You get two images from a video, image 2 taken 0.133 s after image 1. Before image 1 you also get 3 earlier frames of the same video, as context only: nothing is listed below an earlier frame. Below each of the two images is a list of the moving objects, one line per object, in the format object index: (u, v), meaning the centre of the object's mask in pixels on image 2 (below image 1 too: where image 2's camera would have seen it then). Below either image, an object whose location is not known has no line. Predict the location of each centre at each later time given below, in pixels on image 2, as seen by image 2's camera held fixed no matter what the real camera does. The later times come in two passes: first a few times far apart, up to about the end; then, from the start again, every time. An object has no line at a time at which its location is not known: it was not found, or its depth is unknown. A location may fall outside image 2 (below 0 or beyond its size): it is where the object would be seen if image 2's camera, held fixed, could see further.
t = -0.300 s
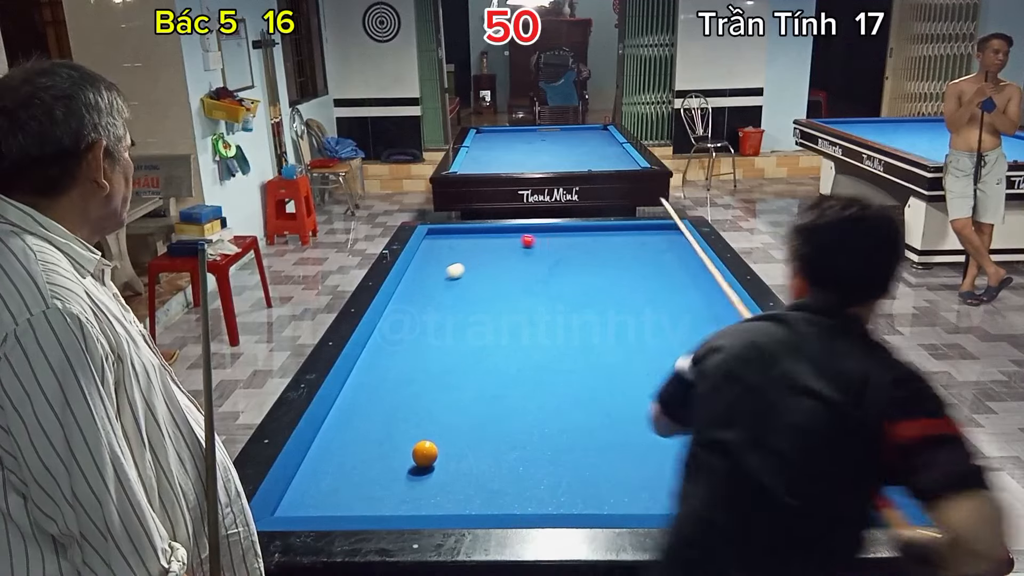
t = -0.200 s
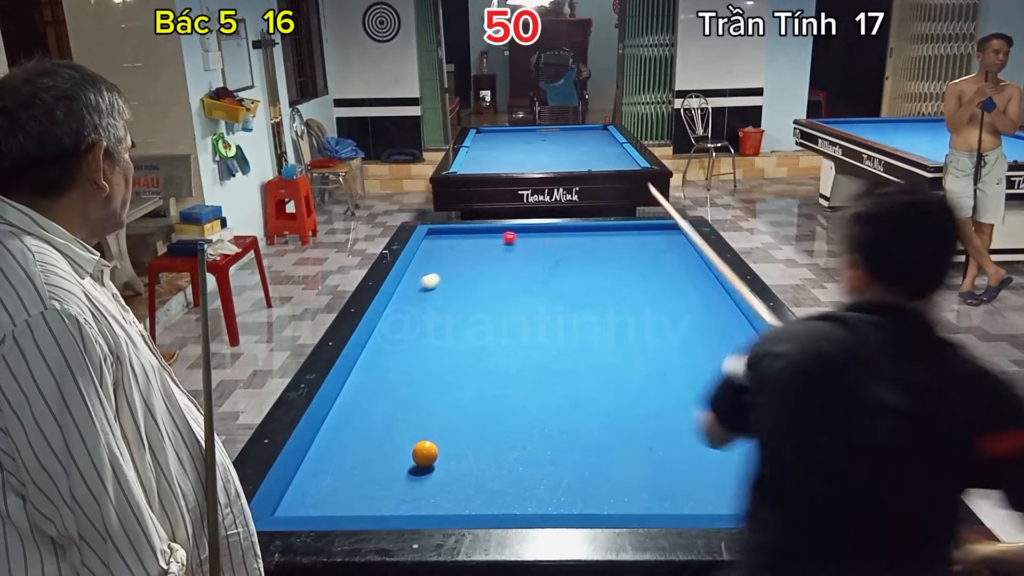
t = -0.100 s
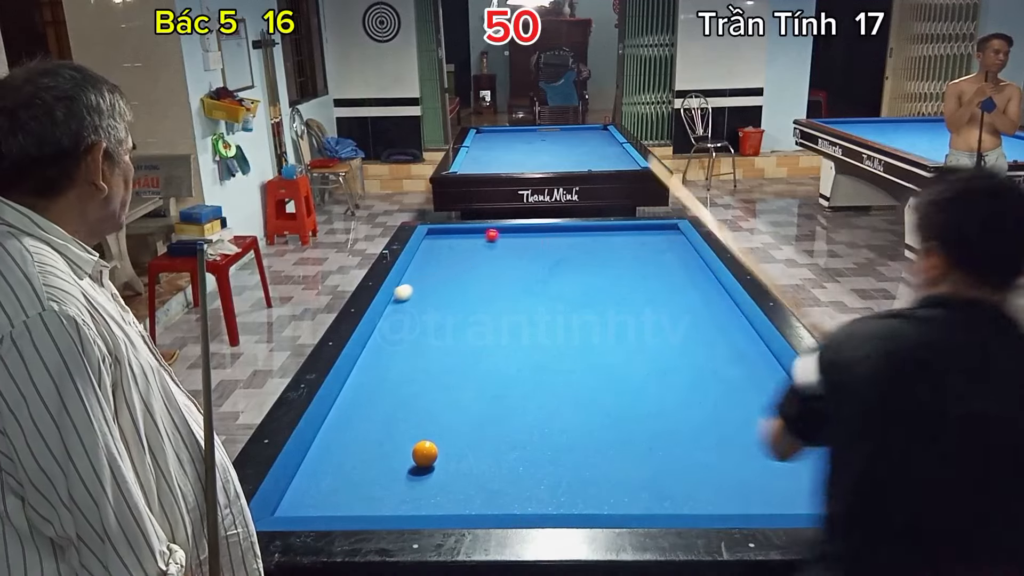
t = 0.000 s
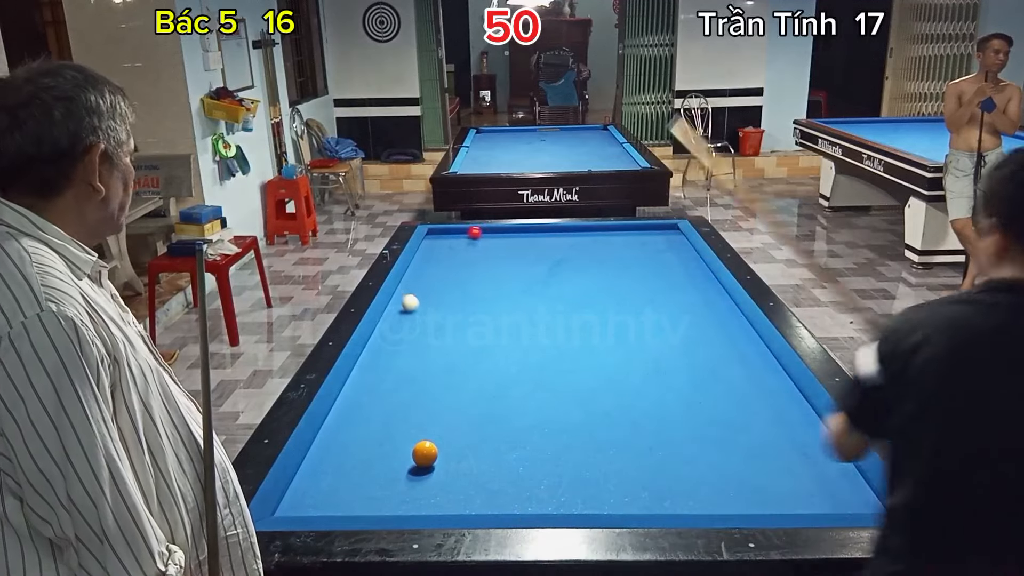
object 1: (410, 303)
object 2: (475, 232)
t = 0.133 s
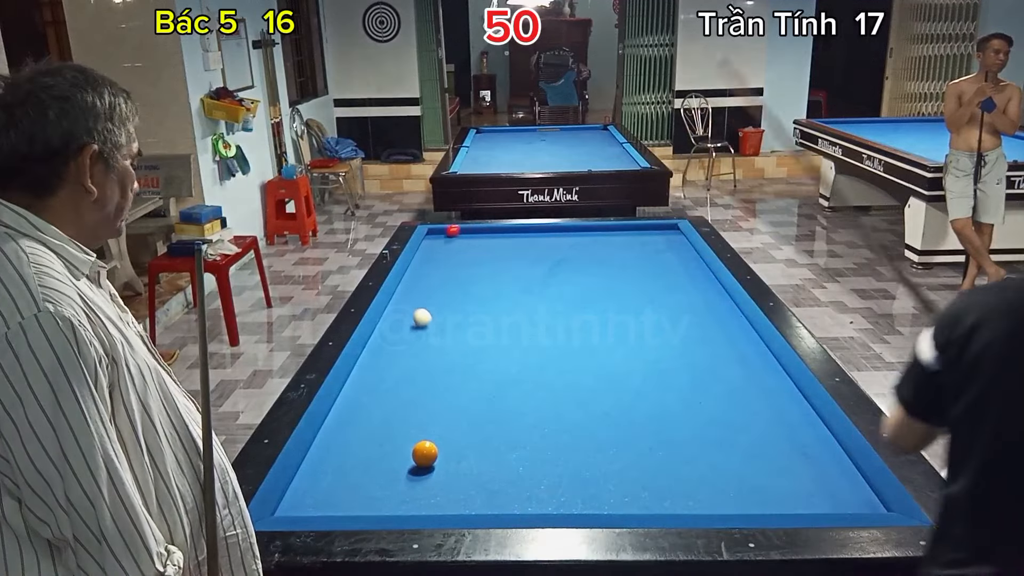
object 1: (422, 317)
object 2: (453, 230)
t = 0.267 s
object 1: (435, 334)
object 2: (432, 233)
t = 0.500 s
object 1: (461, 368)
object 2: (453, 239)
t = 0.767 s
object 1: (500, 418)
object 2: (476, 245)
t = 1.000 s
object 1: (544, 475)
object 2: (498, 251)
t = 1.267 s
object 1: (615, 478)
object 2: (524, 258)
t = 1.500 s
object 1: (671, 443)
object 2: (547, 265)
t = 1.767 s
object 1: (726, 410)
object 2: (575, 272)
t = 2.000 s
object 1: (768, 385)
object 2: (600, 279)
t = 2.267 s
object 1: (744, 362)
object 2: (630, 288)
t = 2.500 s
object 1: (706, 345)
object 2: (658, 295)
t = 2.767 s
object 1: (667, 328)
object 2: (692, 304)
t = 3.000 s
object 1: (637, 315)
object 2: (722, 313)
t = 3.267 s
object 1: (608, 302)
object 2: (731, 321)
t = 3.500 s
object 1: (584, 292)
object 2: (721, 327)
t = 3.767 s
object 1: (560, 282)
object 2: (709, 333)
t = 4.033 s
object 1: (539, 272)
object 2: (697, 340)
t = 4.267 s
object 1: (523, 265)
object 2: (687, 345)
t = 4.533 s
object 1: (505, 257)
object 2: (675, 352)
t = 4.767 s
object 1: (492, 251)
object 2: (664, 357)
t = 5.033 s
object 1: (477, 244)
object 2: (652, 363)
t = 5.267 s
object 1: (466, 239)
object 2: (642, 368)
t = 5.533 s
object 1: (454, 233)
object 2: (630, 372)
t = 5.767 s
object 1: (443, 232)
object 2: (620, 376)
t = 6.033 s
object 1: (431, 235)
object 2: (609, 381)
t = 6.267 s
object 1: (435, 238)
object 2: (599, 384)
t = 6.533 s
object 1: (440, 241)
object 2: (589, 388)
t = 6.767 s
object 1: (445, 243)
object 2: (580, 391)
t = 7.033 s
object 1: (449, 246)
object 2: (572, 394)
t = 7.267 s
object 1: (453, 248)
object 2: (564, 396)
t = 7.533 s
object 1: (457, 251)
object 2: (557, 398)
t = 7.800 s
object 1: (460, 254)
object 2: (550, 401)
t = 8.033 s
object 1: (464, 256)
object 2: (545, 401)
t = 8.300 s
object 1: (467, 258)
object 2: (540, 402)
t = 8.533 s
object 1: (470, 260)
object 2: (536, 402)
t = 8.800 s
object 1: (474, 262)
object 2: (533, 402)
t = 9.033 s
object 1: (476, 263)
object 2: (531, 402)
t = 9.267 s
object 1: (479, 265)
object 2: (530, 401)
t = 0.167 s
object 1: (425, 322)
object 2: (447, 231)
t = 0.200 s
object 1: (428, 326)
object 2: (441, 232)
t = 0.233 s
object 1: (431, 330)
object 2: (436, 232)
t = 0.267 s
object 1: (435, 334)
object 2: (432, 233)
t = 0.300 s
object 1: (438, 339)
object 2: (434, 234)
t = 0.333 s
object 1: (442, 343)
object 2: (438, 234)
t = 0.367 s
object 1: (445, 348)
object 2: (441, 235)
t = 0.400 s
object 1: (449, 353)
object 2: (444, 236)
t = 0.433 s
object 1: (453, 358)
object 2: (447, 237)
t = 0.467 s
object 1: (457, 363)
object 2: (450, 238)
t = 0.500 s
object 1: (461, 368)
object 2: (453, 239)
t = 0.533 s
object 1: (466, 374)
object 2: (456, 240)
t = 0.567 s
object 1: (470, 380)
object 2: (459, 240)
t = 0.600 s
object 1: (475, 386)
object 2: (462, 241)
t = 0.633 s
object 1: (479, 391)
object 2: (464, 242)
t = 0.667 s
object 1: (484, 398)
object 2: (468, 243)
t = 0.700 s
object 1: (489, 404)
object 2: (470, 244)
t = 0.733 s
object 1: (494, 410)
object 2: (473, 245)
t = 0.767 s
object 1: (500, 418)
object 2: (476, 245)
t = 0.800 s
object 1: (506, 426)
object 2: (480, 246)
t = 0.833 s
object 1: (512, 433)
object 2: (483, 247)
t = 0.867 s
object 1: (518, 440)
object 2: (486, 248)
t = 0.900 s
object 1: (524, 449)
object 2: (489, 249)
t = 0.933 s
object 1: (530, 457)
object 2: (492, 250)
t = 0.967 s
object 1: (537, 467)
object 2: (495, 250)
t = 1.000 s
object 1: (544, 475)
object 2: (498, 251)
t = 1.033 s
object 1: (552, 484)
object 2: (501, 252)
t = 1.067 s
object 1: (560, 494)
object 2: (505, 253)
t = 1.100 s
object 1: (567, 500)
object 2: (508, 254)
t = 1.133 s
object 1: (578, 501)
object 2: (511, 255)
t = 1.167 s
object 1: (588, 497)
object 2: (514, 256)
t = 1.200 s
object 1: (597, 490)
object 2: (517, 256)
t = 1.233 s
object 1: (606, 483)
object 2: (521, 257)
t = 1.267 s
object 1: (615, 478)
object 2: (524, 258)
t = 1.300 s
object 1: (624, 472)
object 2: (527, 259)
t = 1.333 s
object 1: (632, 467)
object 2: (531, 260)
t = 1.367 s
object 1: (641, 462)
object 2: (534, 261)
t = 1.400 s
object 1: (648, 457)
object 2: (537, 262)
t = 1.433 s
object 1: (656, 452)
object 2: (541, 263)
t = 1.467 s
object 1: (664, 448)
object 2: (544, 264)
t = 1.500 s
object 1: (671, 443)
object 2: (547, 265)
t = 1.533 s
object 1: (679, 438)
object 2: (551, 266)
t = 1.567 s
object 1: (686, 434)
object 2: (554, 266)
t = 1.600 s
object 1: (693, 430)
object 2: (558, 267)
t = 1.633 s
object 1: (700, 426)
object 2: (561, 268)
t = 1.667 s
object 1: (707, 421)
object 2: (565, 269)
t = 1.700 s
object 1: (713, 417)
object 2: (568, 270)
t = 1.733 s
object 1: (720, 414)
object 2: (572, 271)
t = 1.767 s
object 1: (726, 410)
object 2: (575, 272)
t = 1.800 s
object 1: (732, 406)
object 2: (579, 273)
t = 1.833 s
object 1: (739, 403)
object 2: (582, 274)
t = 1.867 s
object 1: (744, 399)
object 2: (586, 275)
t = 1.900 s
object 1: (750, 395)
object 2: (590, 276)
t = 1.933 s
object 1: (756, 392)
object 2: (593, 277)
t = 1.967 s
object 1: (762, 388)
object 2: (597, 278)
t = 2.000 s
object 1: (768, 385)
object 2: (600, 279)
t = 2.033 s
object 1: (773, 382)
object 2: (604, 280)
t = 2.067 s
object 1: (778, 378)
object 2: (608, 281)
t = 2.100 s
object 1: (777, 376)
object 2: (612, 282)
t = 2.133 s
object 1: (769, 373)
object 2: (615, 283)
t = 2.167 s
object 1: (763, 370)
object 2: (619, 284)
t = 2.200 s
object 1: (756, 367)
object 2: (623, 285)
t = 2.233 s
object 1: (750, 365)
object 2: (627, 286)
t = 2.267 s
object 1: (744, 362)
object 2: (630, 288)
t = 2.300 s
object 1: (738, 360)
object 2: (635, 289)
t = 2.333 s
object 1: (733, 357)
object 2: (638, 290)
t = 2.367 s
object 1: (727, 355)
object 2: (642, 291)
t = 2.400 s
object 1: (721, 352)
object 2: (646, 292)
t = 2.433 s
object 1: (716, 350)
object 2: (650, 293)
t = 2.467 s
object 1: (711, 348)
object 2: (654, 294)
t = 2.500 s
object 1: (706, 345)
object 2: (658, 295)
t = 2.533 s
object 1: (701, 343)
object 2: (662, 296)
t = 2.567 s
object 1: (695, 341)
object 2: (666, 297)
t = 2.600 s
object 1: (691, 339)
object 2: (670, 298)
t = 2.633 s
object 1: (686, 337)
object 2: (675, 300)
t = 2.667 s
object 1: (681, 334)
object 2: (679, 301)
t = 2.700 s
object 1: (676, 332)
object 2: (683, 302)
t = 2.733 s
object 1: (672, 331)
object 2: (687, 303)
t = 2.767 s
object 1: (667, 328)
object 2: (692, 304)
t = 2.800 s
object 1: (662, 326)
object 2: (696, 305)
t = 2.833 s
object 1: (658, 325)
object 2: (700, 307)
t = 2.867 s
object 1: (654, 323)
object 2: (705, 308)
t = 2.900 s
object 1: (649, 321)
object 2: (709, 309)
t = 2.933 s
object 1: (646, 319)
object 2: (713, 310)
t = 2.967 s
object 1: (641, 317)
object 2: (717, 311)
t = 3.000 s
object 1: (637, 315)
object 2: (722, 313)
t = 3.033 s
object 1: (633, 314)
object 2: (726, 314)
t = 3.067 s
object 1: (630, 312)
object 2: (731, 315)
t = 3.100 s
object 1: (626, 310)
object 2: (736, 316)
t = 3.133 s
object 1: (622, 309)
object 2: (737, 318)
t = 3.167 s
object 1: (618, 307)
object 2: (735, 319)
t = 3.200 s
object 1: (615, 305)
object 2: (734, 319)
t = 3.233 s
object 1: (611, 304)
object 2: (732, 320)
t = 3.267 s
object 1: (608, 302)
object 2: (731, 321)
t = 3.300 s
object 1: (604, 301)
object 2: (729, 322)
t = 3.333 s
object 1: (601, 299)
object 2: (728, 322)
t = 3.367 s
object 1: (597, 298)
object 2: (726, 323)
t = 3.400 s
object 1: (594, 296)
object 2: (725, 324)
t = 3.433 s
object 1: (591, 295)
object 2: (724, 325)
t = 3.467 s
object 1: (588, 294)
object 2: (722, 326)
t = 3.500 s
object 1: (584, 292)
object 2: (721, 327)
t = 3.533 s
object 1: (581, 291)
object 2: (719, 328)
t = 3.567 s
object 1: (578, 289)
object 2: (718, 328)
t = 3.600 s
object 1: (575, 288)
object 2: (716, 329)
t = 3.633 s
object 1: (572, 287)
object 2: (715, 330)
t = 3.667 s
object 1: (569, 285)
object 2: (713, 331)
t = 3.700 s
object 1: (566, 284)
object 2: (712, 331)
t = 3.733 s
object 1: (563, 283)
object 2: (711, 332)
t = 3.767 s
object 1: (560, 282)
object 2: (709, 333)
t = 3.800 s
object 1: (558, 280)
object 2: (708, 334)
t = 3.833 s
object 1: (555, 279)
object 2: (706, 335)
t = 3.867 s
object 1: (552, 278)
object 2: (705, 336)
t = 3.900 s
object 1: (549, 277)
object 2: (703, 336)
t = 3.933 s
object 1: (547, 276)
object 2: (702, 337)
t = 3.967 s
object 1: (544, 274)
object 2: (701, 338)
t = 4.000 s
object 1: (542, 273)
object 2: (699, 339)
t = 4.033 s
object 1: (539, 272)
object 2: (697, 340)
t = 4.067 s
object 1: (537, 271)
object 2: (696, 340)
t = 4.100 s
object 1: (534, 270)
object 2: (694, 341)
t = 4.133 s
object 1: (532, 269)
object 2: (693, 342)
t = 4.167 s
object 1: (529, 268)
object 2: (692, 343)
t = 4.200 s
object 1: (527, 267)
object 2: (690, 344)
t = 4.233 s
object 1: (525, 266)
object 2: (689, 344)
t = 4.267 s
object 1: (523, 265)
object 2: (687, 345)
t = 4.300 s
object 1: (520, 264)
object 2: (686, 346)
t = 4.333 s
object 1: (518, 263)
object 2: (684, 347)
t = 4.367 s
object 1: (516, 262)
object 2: (683, 348)
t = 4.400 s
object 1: (514, 261)
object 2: (681, 349)
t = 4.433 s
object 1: (512, 260)
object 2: (680, 349)
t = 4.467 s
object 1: (509, 259)
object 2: (678, 350)
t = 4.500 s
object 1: (508, 258)
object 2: (677, 351)
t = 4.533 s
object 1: (505, 257)
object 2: (675, 352)
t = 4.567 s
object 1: (503, 256)
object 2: (673, 353)
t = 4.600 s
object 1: (501, 255)
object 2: (672, 353)
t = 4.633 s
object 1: (499, 254)
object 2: (671, 354)
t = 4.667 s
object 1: (498, 253)
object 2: (669, 355)
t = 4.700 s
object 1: (496, 252)
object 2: (667, 355)
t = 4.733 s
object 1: (494, 251)
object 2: (666, 356)
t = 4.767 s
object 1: (492, 251)
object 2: (664, 357)
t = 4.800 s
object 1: (490, 250)
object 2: (663, 358)
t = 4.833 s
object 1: (488, 249)
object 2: (661, 359)
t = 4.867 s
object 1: (486, 248)
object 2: (660, 359)
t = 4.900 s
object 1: (485, 247)
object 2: (658, 360)
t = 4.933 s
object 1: (483, 246)
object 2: (657, 361)
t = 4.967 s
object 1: (481, 246)
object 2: (655, 361)
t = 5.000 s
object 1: (479, 245)
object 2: (654, 362)
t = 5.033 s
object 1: (477, 244)
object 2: (652, 363)
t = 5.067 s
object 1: (476, 243)
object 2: (651, 364)
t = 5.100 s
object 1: (474, 242)
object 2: (649, 364)
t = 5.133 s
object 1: (472, 242)
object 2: (648, 365)
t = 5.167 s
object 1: (471, 241)
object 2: (646, 365)
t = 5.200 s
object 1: (469, 240)
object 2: (645, 366)
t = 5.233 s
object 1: (468, 240)
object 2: (643, 367)
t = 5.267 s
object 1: (466, 239)
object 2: (642, 368)
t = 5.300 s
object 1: (464, 238)
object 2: (640, 368)
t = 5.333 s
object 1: (463, 237)
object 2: (639, 369)
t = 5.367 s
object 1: (461, 237)
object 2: (637, 369)
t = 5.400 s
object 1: (460, 236)
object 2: (636, 370)
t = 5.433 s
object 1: (458, 235)
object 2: (634, 371)
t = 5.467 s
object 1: (457, 235)
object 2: (633, 371)
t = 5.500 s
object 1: (455, 234)
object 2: (631, 372)
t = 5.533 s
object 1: (454, 233)
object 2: (630, 372)
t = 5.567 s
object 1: (452, 232)
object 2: (628, 373)
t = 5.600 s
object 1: (451, 232)
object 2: (627, 374)
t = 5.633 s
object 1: (450, 231)
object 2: (625, 374)
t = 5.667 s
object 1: (448, 231)
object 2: (624, 375)
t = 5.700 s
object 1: (446, 231)
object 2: (623, 375)
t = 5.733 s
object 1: (445, 231)
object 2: (621, 376)
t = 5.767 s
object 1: (443, 232)
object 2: (620, 376)
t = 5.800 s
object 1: (441, 232)
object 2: (619, 377)
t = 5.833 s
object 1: (440, 233)
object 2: (617, 378)
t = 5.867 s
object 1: (438, 233)
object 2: (616, 378)
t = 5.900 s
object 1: (436, 234)
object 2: (614, 379)
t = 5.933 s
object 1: (434, 234)
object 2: (613, 379)
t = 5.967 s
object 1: (433, 235)
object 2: (612, 380)
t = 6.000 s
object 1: (431, 235)
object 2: (610, 380)
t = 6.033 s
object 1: (431, 235)
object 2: (609, 381)
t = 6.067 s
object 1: (431, 236)
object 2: (608, 381)
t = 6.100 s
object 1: (432, 236)
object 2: (606, 382)
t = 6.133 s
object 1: (433, 237)
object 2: (605, 383)
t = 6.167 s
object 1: (433, 237)
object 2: (604, 383)
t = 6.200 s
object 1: (434, 237)
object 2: (602, 384)
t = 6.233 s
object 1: (435, 238)
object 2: (601, 384)
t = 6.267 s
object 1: (435, 238)
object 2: (599, 384)
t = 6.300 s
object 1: (436, 239)
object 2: (598, 385)
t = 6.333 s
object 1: (437, 239)
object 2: (597, 385)
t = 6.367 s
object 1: (437, 239)
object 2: (596, 386)
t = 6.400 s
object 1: (438, 240)
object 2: (594, 386)
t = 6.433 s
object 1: (439, 240)
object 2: (593, 387)
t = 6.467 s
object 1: (439, 240)
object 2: (592, 387)
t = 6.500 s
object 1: (440, 241)
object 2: (590, 388)
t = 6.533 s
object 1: (440, 241)
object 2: (589, 388)
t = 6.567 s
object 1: (441, 241)
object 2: (588, 388)
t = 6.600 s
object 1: (442, 242)
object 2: (587, 389)
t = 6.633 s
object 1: (442, 242)
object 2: (585, 389)
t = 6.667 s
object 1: (443, 242)
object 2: (584, 390)
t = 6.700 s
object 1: (443, 243)
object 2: (583, 390)
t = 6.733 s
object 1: (444, 243)
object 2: (582, 391)
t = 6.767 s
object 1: (445, 243)
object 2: (580, 391)
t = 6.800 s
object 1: (445, 244)
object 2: (579, 391)
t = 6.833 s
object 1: (446, 244)
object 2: (578, 392)
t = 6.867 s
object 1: (447, 244)
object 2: (577, 392)
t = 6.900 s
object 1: (447, 245)
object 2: (576, 393)
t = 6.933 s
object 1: (448, 245)
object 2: (575, 393)
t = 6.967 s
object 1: (448, 246)
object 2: (574, 393)
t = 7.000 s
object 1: (449, 246)
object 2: (573, 394)
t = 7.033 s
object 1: (449, 246)
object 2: (572, 394)
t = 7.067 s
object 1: (450, 247)
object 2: (570, 394)
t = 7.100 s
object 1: (450, 247)
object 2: (569, 395)
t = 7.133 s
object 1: (451, 247)
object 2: (568, 395)
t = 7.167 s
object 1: (451, 247)
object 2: (567, 396)
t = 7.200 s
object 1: (452, 248)
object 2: (566, 396)
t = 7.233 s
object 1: (452, 248)
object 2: (565, 396)
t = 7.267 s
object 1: (453, 248)
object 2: (564, 396)
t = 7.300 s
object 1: (453, 249)
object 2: (563, 397)
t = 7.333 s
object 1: (454, 249)
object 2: (562, 397)
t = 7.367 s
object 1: (454, 249)
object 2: (561, 397)
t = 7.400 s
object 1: (455, 250)
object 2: (560, 397)
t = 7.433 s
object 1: (455, 250)
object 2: (559, 398)
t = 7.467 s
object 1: (456, 251)
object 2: (559, 398)
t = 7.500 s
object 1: (456, 251)
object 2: (558, 398)
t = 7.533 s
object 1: (457, 251)
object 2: (557, 398)
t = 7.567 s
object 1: (457, 251)
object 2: (556, 399)
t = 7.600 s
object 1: (458, 252)
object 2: (555, 399)
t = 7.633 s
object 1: (458, 252)
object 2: (554, 399)
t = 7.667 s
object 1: (459, 252)
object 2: (553, 399)
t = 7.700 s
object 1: (459, 253)
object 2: (552, 400)
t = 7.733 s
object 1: (460, 253)
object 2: (552, 400)
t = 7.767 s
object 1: (460, 253)
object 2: (551, 400)
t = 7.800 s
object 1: (460, 254)
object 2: (550, 401)
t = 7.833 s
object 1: (461, 254)
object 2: (549, 401)
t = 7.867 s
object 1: (461, 254)
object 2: (548, 401)
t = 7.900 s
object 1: (462, 255)
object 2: (548, 401)
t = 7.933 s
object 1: (462, 255)
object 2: (547, 401)
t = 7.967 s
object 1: (463, 255)
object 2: (546, 401)
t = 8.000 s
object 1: (463, 256)
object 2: (545, 401)
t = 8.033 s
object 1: (464, 256)
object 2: (545, 401)
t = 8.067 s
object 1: (464, 256)
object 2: (544, 402)
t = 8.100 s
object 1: (465, 256)
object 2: (543, 402)
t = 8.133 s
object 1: (465, 257)
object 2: (543, 402)
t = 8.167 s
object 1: (465, 257)
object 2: (542, 402)
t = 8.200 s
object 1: (466, 257)
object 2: (541, 402)
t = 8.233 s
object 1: (466, 258)
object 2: (541, 402)
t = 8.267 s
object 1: (467, 258)
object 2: (540, 402)
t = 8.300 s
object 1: (467, 258)
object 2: (540, 402)
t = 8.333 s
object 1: (468, 258)
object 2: (539, 402)
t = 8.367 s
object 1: (468, 258)
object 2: (539, 402)
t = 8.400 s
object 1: (468, 259)
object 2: (538, 402)
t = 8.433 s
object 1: (469, 259)
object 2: (538, 402)
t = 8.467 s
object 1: (469, 259)
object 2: (537, 402)
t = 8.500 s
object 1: (470, 260)
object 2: (537, 402)
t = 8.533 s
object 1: (470, 260)
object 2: (536, 402)
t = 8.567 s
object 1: (471, 260)
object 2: (536, 402)
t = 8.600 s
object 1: (471, 260)
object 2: (535, 402)
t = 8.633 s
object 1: (471, 261)
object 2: (535, 402)
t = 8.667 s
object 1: (472, 261)
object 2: (534, 402)
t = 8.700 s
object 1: (472, 261)
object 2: (534, 402)
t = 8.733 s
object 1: (473, 261)
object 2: (534, 402)
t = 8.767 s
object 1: (473, 262)
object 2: (533, 402)
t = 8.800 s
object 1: (474, 262)
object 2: (533, 402)
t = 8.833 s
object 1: (474, 262)
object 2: (533, 402)
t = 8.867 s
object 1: (474, 262)
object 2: (533, 402)
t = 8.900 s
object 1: (475, 263)
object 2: (532, 402)
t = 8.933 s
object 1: (475, 263)
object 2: (532, 402)
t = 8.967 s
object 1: (475, 263)
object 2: (532, 402)
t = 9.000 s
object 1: (476, 263)
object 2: (532, 402)
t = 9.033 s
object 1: (476, 263)
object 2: (531, 402)
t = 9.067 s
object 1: (477, 264)
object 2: (531, 402)
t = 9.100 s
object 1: (477, 264)
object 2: (531, 402)
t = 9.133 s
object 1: (477, 264)
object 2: (531, 402)
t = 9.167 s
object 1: (478, 264)
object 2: (531, 402)
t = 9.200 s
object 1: (478, 265)
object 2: (531, 402)
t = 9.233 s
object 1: (478, 265)
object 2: (531, 401)
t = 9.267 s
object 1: (479, 265)
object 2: (530, 401)
